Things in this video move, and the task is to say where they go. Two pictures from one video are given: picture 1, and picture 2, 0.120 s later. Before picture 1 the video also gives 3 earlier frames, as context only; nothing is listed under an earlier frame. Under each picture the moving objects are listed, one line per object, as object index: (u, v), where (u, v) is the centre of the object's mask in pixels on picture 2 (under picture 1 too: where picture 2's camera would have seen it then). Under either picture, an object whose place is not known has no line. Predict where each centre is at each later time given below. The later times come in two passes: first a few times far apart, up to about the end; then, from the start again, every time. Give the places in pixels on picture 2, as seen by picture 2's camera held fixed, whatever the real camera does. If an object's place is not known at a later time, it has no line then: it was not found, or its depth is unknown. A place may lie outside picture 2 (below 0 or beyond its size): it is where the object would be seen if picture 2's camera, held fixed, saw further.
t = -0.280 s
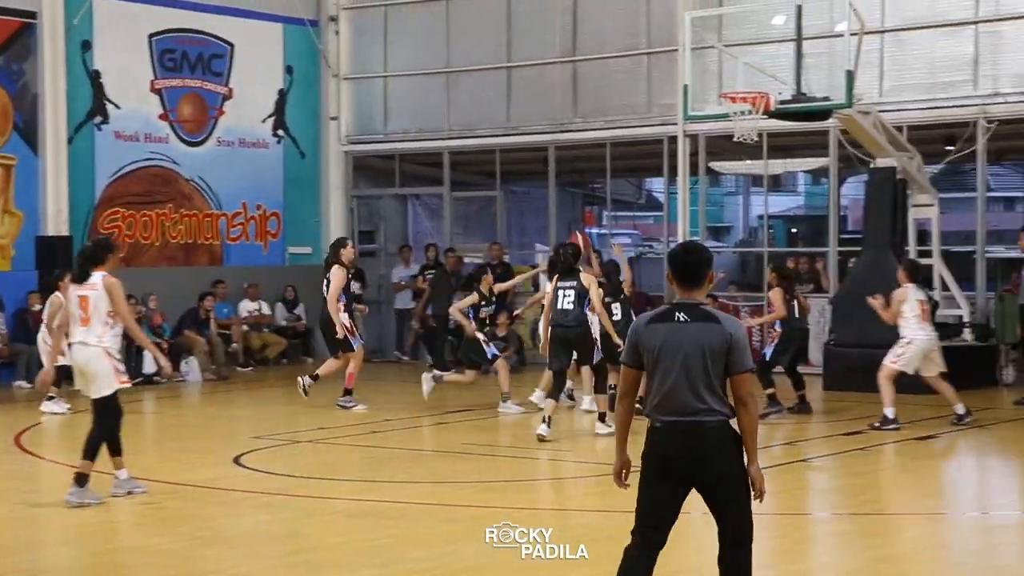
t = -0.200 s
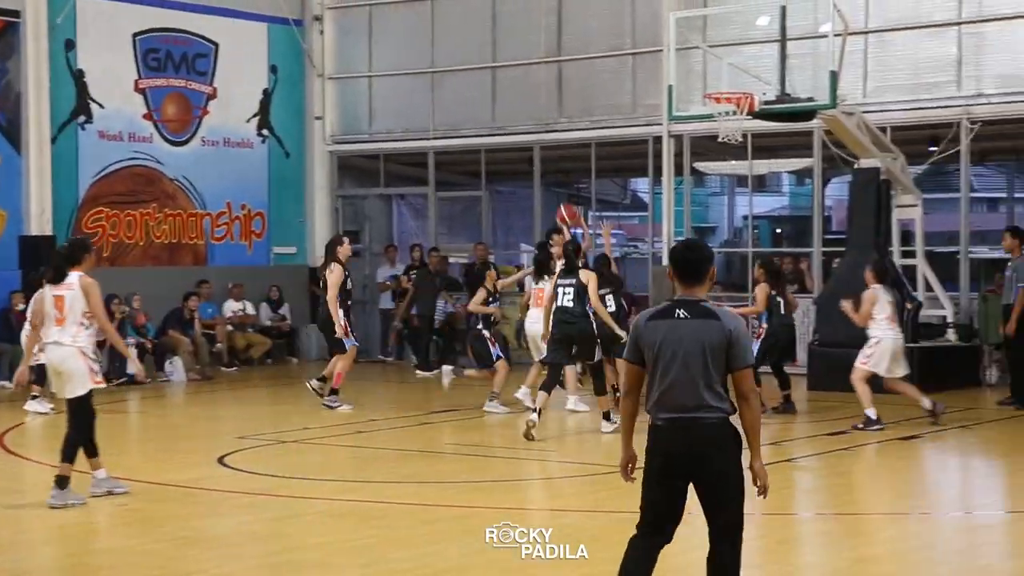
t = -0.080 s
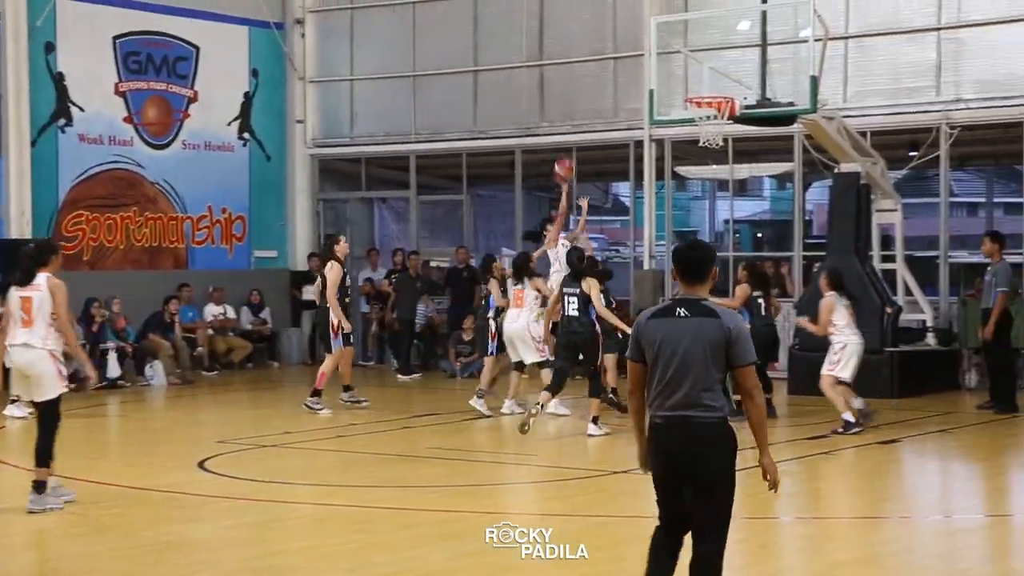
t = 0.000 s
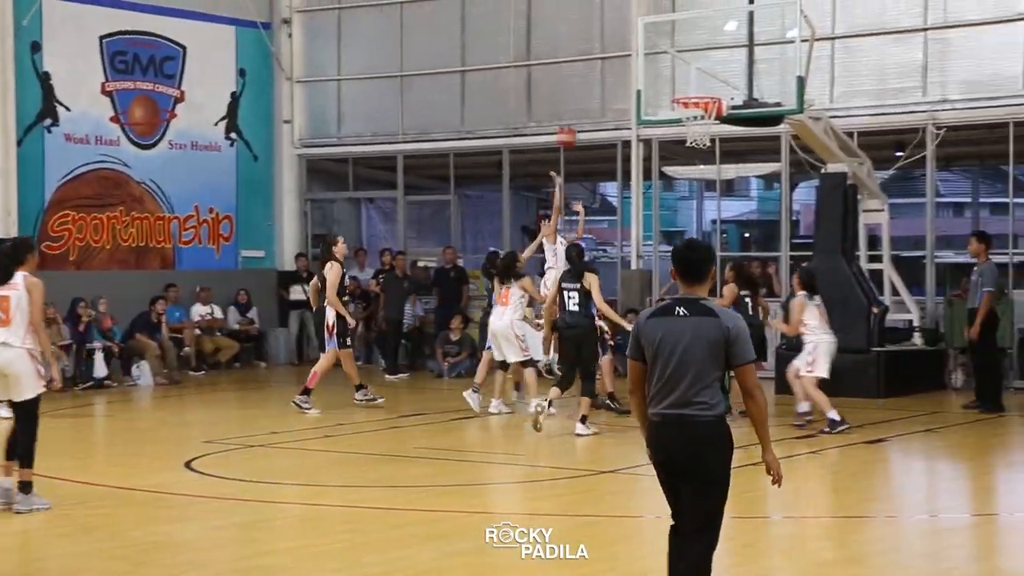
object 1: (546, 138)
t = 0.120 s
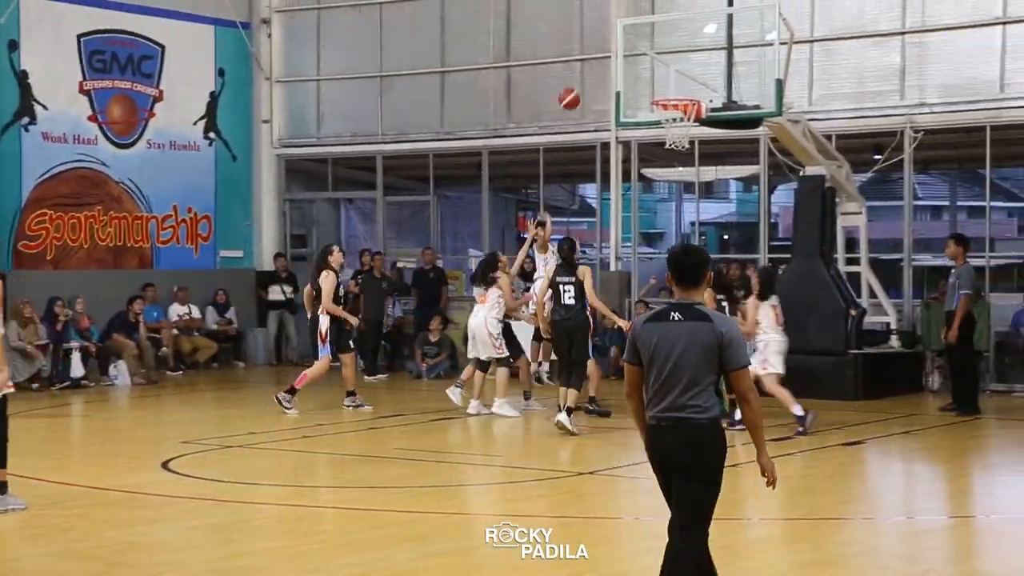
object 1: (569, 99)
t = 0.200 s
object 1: (582, 78)
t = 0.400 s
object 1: (622, 59)
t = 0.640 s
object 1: (672, 85)
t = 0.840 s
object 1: (660, 130)
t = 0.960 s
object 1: (655, 142)
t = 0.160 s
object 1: (575, 88)
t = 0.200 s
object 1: (582, 78)
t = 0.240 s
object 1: (589, 71)
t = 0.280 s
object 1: (597, 67)
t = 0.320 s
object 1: (606, 62)
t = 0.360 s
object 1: (614, 60)
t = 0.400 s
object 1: (622, 59)
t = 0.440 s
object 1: (631, 59)
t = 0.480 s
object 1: (639, 61)
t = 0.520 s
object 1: (648, 65)
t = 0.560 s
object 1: (656, 70)
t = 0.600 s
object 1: (664, 77)
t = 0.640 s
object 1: (672, 85)
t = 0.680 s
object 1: (680, 92)
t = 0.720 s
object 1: (683, 97)
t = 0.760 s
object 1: (675, 120)
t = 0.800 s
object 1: (666, 125)
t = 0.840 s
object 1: (660, 130)
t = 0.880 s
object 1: (655, 133)
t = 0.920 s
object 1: (659, 136)
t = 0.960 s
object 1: (655, 142)
